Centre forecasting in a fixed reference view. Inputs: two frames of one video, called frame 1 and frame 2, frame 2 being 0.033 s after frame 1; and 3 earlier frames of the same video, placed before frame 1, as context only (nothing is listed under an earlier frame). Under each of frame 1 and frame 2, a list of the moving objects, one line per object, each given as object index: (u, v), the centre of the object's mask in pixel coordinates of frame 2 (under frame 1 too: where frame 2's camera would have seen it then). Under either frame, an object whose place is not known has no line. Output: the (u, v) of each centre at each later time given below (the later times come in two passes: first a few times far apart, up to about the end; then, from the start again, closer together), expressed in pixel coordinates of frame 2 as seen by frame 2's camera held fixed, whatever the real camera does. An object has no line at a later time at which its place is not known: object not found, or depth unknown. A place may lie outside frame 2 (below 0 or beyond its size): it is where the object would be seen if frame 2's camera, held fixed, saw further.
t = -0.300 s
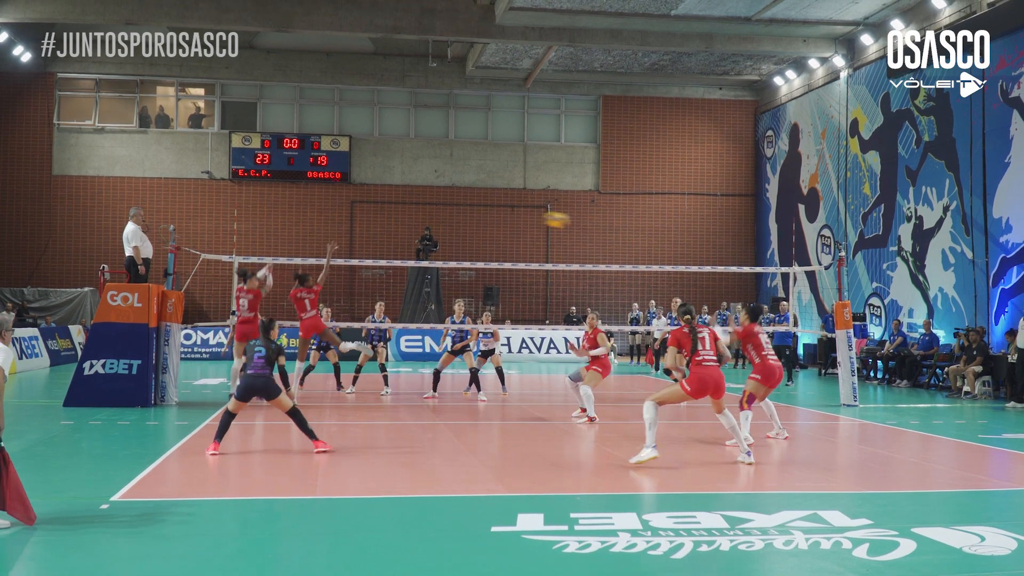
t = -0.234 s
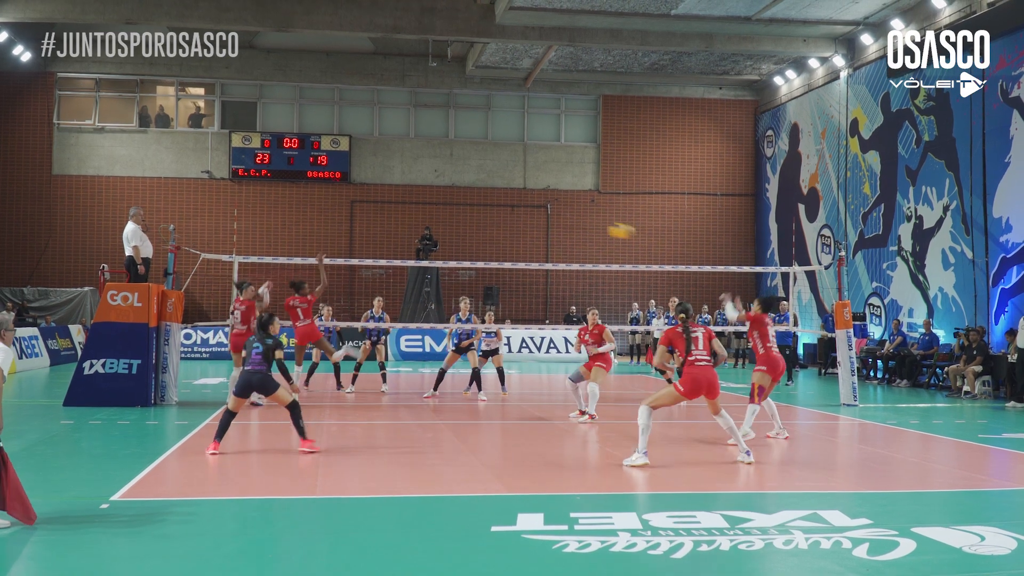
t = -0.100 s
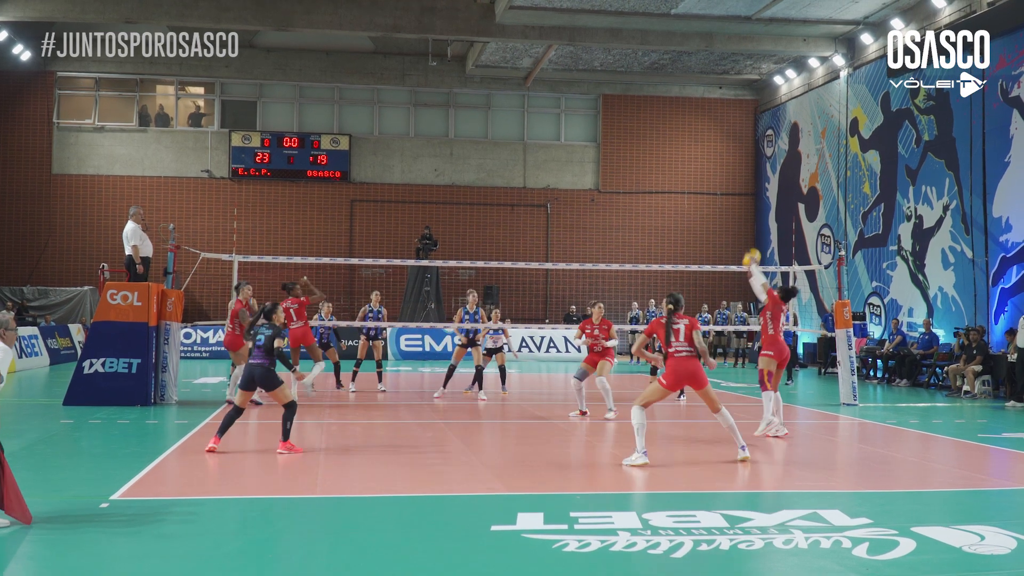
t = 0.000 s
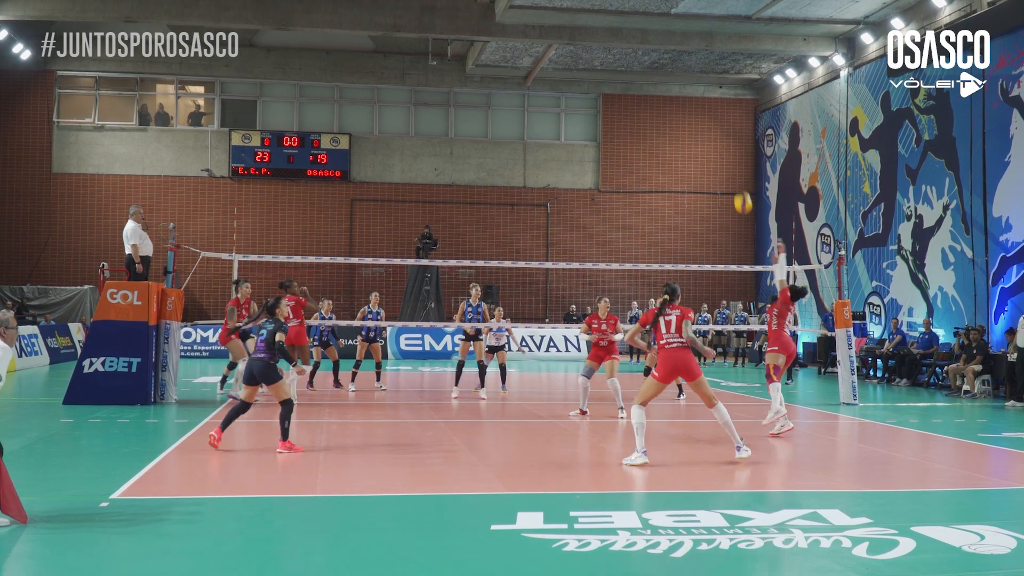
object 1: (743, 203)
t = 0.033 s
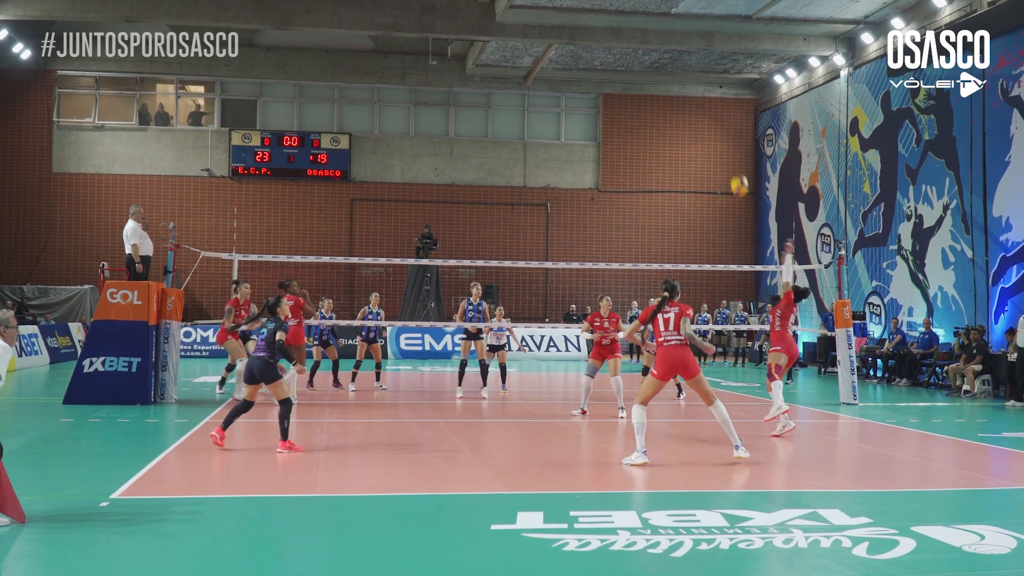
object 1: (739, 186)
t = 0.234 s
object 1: (720, 107)
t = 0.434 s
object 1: (700, 61)
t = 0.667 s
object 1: (680, 47)
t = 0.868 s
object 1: (662, 66)
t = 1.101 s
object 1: (642, 121)
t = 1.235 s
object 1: (631, 167)
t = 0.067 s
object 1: (736, 170)
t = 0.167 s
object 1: (726, 128)
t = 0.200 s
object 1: (723, 117)
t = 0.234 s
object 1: (720, 107)
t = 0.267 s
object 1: (716, 97)
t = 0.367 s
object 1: (707, 72)
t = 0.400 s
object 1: (704, 66)
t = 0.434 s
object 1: (700, 61)
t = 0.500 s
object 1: (694, 53)
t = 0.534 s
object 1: (691, 50)
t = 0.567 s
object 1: (688, 48)
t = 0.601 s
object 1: (685, 47)
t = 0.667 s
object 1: (680, 47)
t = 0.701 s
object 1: (677, 49)
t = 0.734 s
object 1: (674, 50)
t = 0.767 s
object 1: (671, 53)
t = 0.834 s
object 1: (665, 61)
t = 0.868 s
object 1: (662, 66)
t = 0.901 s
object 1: (659, 71)
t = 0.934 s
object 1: (656, 77)
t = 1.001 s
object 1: (650, 93)
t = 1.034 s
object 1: (647, 102)
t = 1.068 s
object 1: (645, 111)
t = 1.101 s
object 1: (642, 121)
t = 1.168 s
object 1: (636, 142)
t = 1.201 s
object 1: (634, 154)
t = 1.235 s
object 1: (631, 167)
